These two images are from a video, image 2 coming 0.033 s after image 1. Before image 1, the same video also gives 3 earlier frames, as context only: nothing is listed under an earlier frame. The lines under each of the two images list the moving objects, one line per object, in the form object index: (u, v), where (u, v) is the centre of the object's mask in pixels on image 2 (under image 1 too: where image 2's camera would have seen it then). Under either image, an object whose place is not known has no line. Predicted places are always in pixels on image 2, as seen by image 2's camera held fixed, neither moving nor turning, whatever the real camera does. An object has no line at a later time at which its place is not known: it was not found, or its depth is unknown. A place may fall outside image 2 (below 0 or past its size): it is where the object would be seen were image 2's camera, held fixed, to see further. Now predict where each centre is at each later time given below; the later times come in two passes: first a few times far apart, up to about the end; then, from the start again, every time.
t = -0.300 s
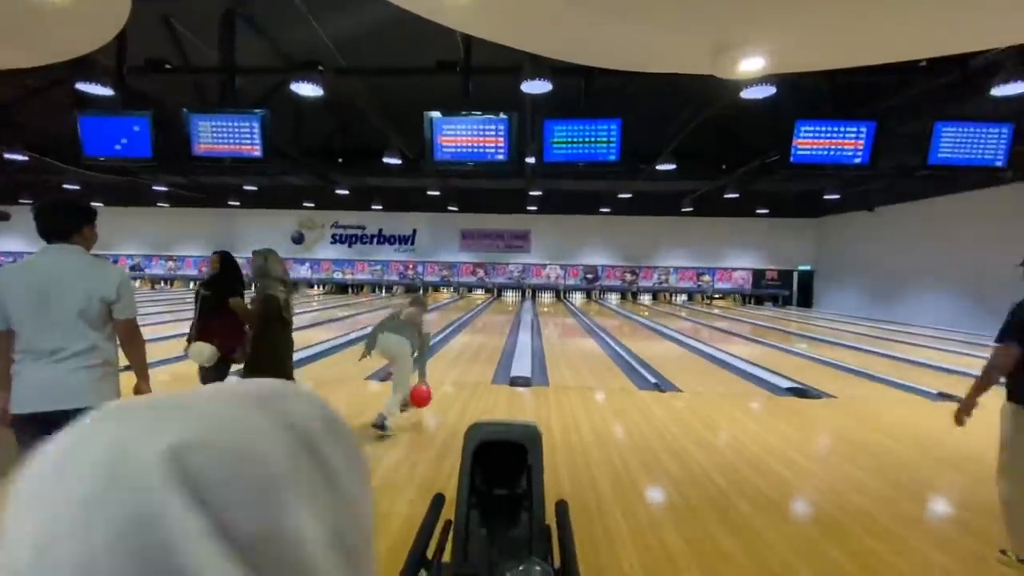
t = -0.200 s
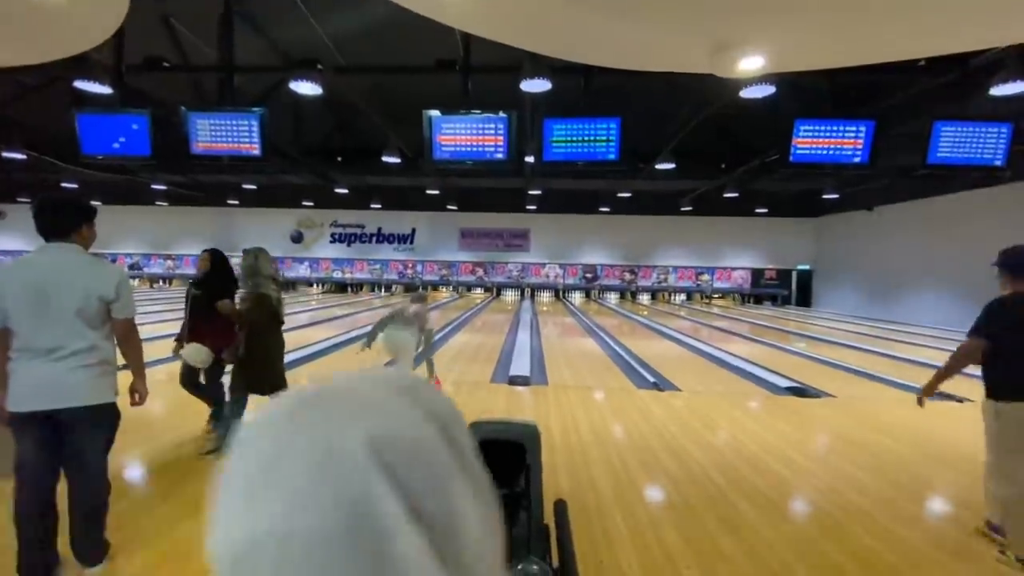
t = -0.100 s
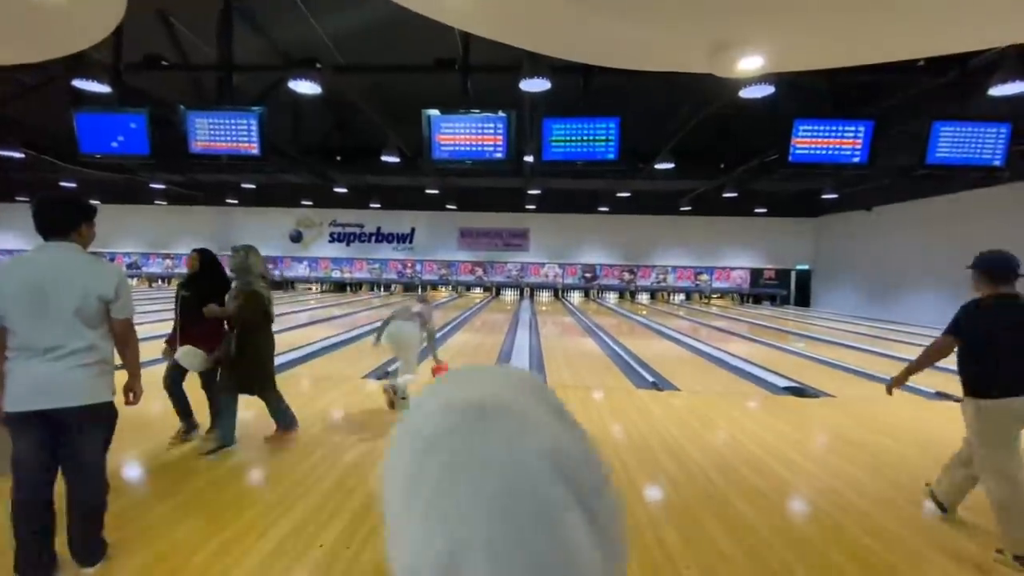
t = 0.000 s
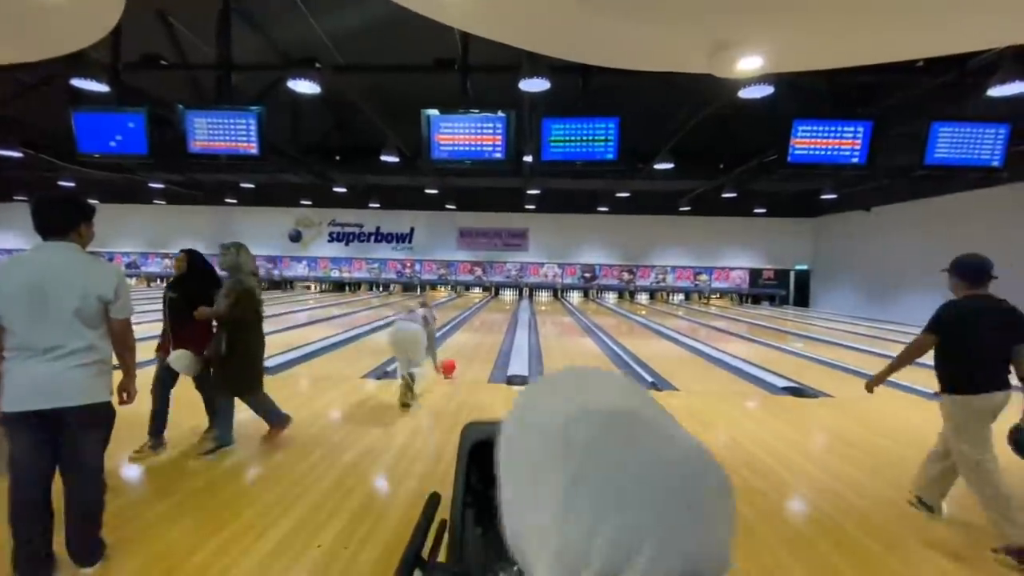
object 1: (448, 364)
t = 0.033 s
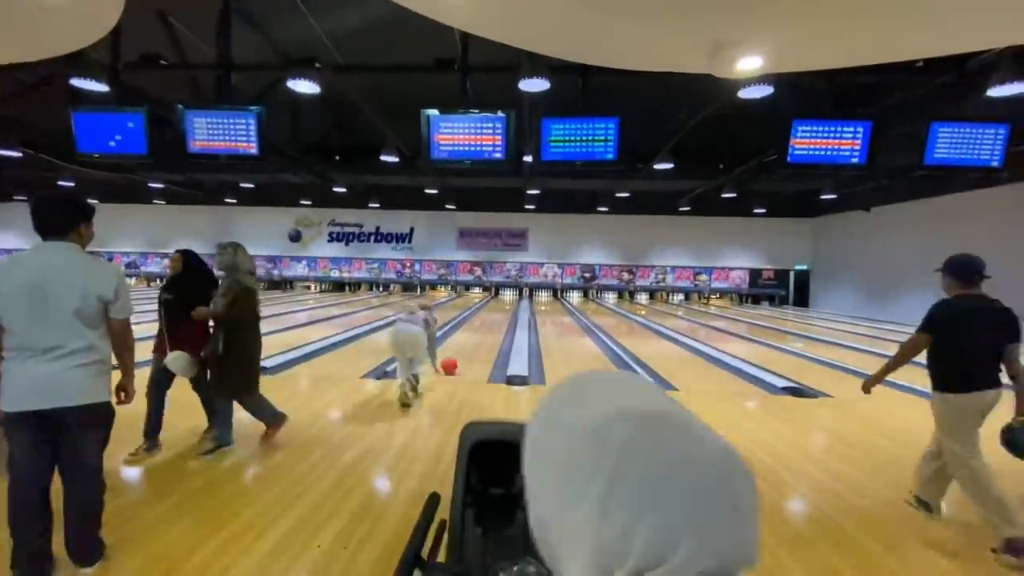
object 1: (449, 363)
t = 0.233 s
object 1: (461, 349)
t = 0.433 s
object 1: (470, 339)
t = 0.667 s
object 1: (477, 331)
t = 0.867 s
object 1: (482, 325)
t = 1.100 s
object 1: (488, 319)
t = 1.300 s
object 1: (491, 316)
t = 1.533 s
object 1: (495, 312)
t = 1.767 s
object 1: (498, 309)
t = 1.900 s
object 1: (500, 307)
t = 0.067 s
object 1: (452, 361)
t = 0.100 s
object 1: (454, 358)
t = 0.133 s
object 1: (456, 355)
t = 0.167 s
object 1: (458, 353)
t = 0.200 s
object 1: (459, 351)
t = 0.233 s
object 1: (461, 349)
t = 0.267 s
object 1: (463, 347)
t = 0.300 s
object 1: (464, 346)
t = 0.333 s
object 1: (465, 345)
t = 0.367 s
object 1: (467, 343)
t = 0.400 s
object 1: (469, 341)
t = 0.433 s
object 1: (470, 339)
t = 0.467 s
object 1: (471, 338)
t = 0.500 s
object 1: (472, 337)
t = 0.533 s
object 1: (473, 335)
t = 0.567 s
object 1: (475, 334)
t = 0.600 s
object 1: (476, 333)
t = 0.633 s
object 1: (477, 332)
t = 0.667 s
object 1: (477, 331)
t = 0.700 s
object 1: (479, 329)
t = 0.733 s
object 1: (479, 328)
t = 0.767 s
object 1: (480, 328)
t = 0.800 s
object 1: (481, 326)
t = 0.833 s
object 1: (482, 326)
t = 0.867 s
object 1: (482, 325)
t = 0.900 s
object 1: (483, 323)
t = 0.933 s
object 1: (484, 323)
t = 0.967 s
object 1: (485, 322)
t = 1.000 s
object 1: (485, 321)
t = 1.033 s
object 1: (486, 320)
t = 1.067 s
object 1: (487, 320)
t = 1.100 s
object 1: (488, 319)
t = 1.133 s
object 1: (488, 318)
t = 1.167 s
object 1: (489, 318)
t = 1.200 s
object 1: (489, 317)
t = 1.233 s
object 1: (490, 317)
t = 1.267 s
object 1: (491, 316)
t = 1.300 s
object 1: (491, 316)
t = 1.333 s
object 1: (492, 315)
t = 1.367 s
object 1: (493, 314)
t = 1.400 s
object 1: (493, 314)
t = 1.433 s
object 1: (494, 314)
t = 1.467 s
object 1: (494, 313)
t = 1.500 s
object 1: (495, 313)
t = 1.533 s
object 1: (495, 312)
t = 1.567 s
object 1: (495, 312)
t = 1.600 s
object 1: (496, 311)
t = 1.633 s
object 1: (496, 311)
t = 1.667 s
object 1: (497, 310)
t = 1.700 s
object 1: (497, 310)
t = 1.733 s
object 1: (498, 309)
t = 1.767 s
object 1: (498, 309)
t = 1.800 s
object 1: (499, 308)
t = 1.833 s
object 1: (499, 308)
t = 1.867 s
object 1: (500, 308)
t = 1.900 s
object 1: (500, 307)
